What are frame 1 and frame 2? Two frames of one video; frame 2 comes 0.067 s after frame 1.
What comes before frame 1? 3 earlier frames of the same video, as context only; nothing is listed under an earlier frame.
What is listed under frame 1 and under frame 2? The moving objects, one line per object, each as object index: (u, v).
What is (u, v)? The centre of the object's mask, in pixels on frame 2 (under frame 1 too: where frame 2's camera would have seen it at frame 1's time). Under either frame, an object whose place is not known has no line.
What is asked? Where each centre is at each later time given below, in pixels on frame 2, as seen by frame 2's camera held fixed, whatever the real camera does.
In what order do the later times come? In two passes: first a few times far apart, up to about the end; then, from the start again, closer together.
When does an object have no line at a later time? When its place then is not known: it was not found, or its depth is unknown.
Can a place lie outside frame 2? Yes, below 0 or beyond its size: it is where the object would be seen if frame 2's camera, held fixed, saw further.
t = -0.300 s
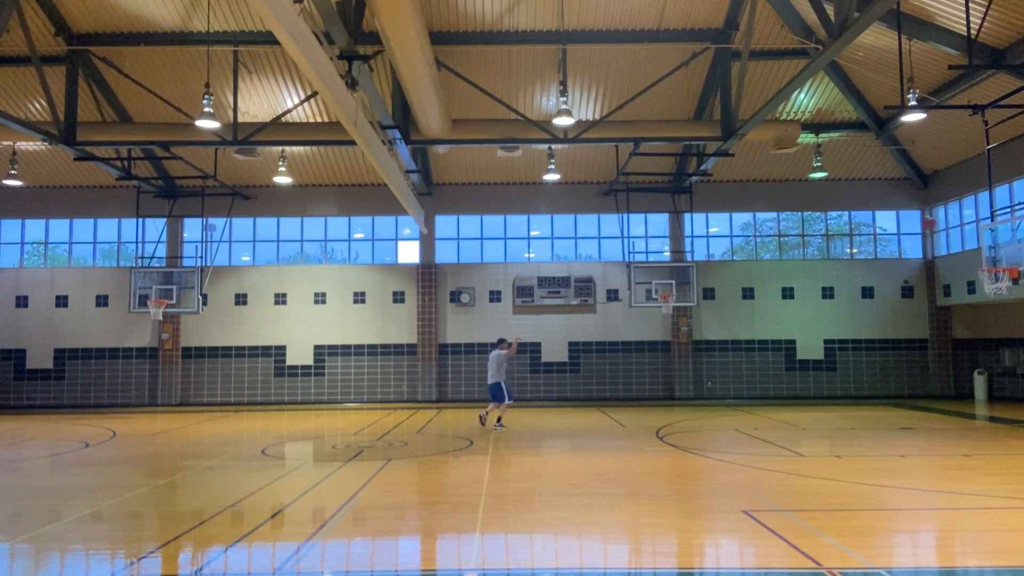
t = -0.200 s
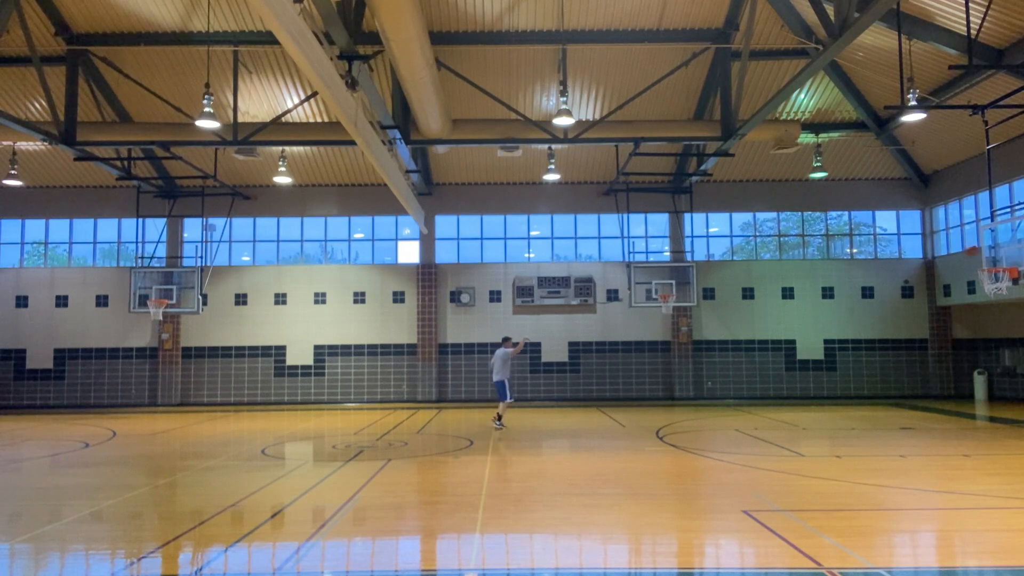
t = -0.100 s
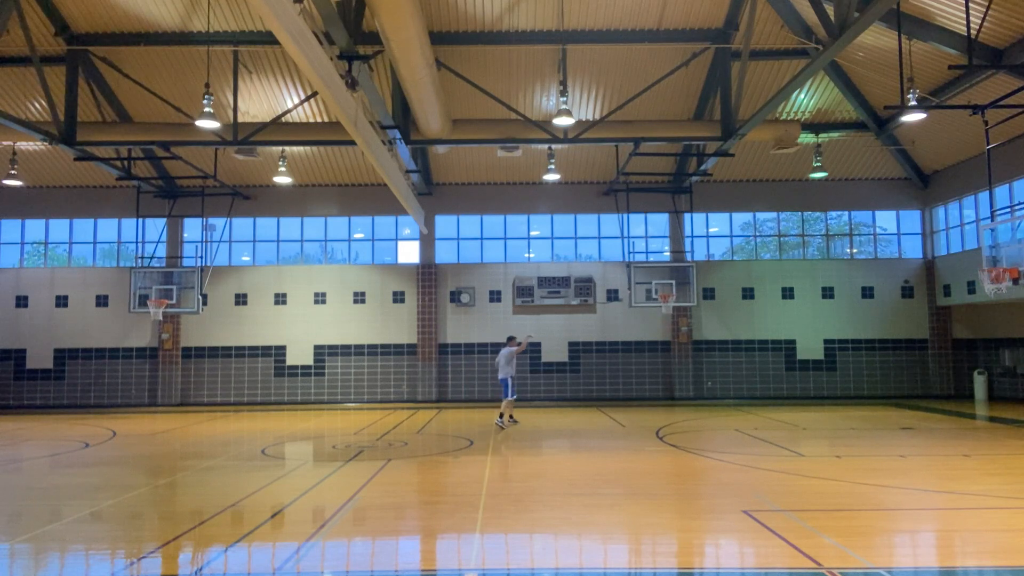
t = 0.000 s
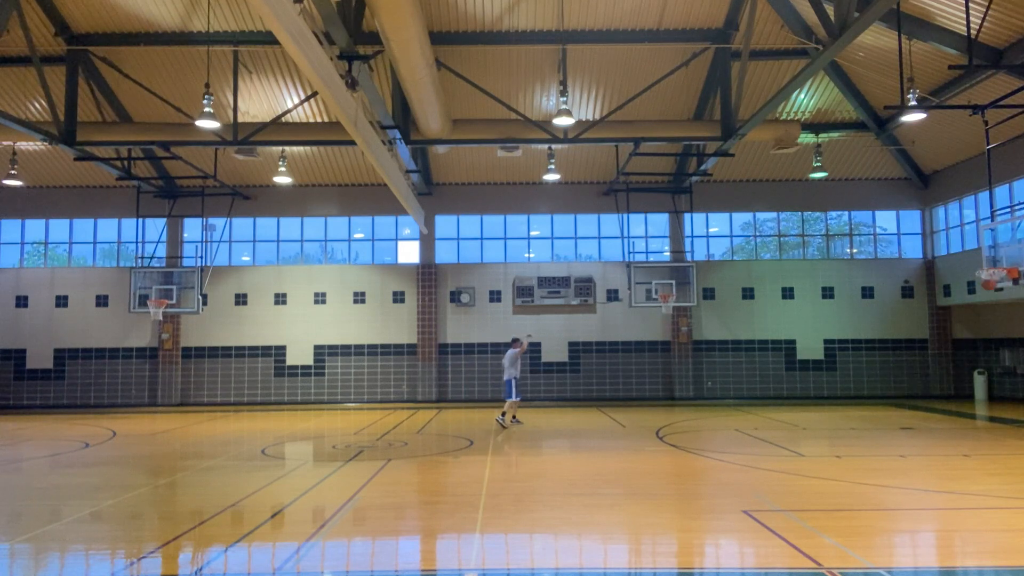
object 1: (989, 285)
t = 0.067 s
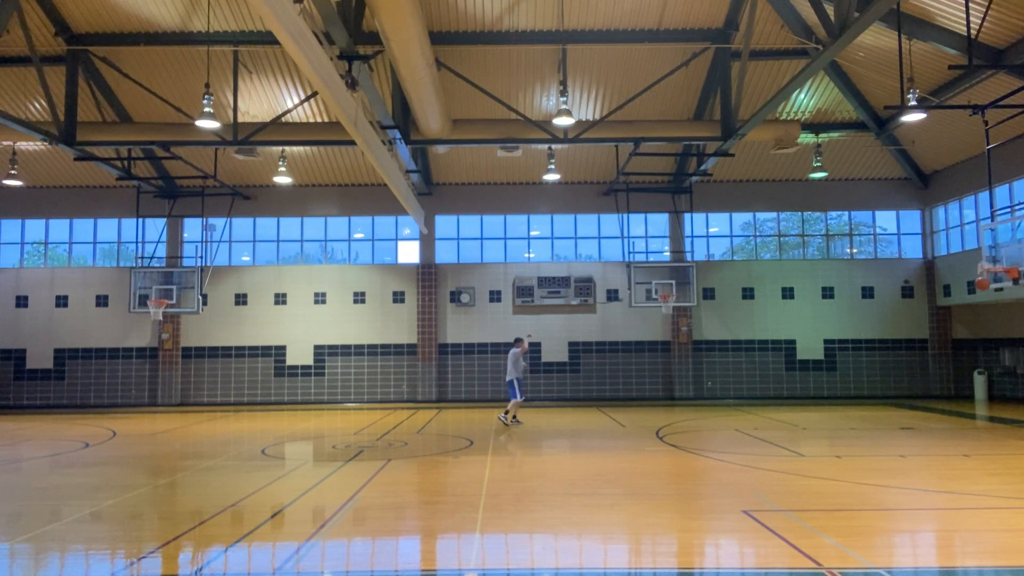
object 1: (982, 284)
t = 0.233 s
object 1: (967, 294)
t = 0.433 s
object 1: (950, 328)
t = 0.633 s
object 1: (933, 385)
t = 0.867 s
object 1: (915, 421)
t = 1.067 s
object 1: (905, 383)
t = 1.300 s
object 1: (894, 368)
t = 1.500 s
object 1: (886, 382)
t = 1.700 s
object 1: (880, 419)
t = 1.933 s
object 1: (871, 420)
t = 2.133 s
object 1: (863, 406)
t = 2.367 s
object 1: (854, 421)
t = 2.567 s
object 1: (847, 435)
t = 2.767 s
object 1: (840, 423)
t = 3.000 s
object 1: (833, 439)
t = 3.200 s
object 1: (826, 432)
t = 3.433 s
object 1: (818, 443)
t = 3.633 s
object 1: (811, 437)
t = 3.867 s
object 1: (804, 440)
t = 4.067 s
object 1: (798, 442)
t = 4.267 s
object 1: (792, 443)
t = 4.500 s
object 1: (785, 444)
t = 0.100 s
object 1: (979, 285)
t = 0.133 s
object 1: (976, 286)
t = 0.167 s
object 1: (973, 288)
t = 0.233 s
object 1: (967, 294)
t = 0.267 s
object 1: (964, 298)
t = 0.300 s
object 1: (961, 303)
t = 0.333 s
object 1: (958, 308)
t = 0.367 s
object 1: (955, 314)
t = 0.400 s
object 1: (952, 320)
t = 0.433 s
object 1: (950, 328)
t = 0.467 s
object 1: (947, 336)
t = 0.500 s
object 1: (944, 344)
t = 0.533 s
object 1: (941, 353)
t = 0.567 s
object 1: (938, 363)
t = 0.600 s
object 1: (935, 374)
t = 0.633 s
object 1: (933, 385)
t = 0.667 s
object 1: (930, 397)
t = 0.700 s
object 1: (927, 409)
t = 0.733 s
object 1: (924, 424)
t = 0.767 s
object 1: (922, 437)
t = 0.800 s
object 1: (920, 440)
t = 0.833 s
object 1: (918, 430)
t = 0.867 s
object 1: (915, 421)
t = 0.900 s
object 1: (913, 413)
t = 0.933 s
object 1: (912, 406)
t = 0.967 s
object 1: (910, 400)
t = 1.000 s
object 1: (908, 393)
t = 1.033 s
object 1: (906, 388)
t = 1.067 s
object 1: (905, 383)
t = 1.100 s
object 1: (903, 379)
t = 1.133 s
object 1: (901, 376)
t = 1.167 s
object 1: (900, 373)
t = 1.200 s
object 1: (898, 371)
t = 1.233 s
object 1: (897, 369)
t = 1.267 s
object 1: (895, 369)
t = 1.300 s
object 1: (894, 368)
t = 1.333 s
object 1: (893, 369)
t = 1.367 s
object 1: (891, 370)
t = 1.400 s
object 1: (890, 372)
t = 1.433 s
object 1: (888, 375)
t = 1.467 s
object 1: (888, 378)
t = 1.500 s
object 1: (886, 382)
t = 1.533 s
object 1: (885, 387)
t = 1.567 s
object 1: (884, 392)
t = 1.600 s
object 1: (883, 397)
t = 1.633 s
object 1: (882, 404)
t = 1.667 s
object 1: (880, 411)
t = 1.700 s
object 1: (880, 419)
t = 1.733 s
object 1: (879, 428)
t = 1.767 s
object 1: (879, 437)
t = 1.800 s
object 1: (878, 443)
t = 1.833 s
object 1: (876, 436)
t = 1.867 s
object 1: (874, 430)
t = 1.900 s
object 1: (872, 424)
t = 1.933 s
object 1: (871, 420)
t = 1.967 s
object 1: (870, 416)
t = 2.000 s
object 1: (868, 412)
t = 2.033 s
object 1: (867, 409)
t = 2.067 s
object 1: (865, 407)
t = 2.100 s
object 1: (864, 406)
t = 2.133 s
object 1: (863, 406)
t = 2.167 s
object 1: (861, 406)
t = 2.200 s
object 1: (860, 406)
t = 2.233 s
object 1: (859, 408)
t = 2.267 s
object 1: (858, 410)
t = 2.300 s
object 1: (856, 413)
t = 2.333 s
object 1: (855, 417)
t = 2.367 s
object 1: (854, 421)
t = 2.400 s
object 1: (853, 425)
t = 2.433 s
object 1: (852, 431)
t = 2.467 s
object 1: (851, 437)
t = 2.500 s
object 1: (850, 443)
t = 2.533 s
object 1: (849, 440)
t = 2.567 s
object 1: (847, 435)
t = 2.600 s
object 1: (846, 431)
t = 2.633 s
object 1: (845, 428)
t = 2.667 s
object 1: (844, 426)
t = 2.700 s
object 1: (843, 424)
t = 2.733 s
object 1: (841, 423)
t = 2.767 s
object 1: (840, 423)
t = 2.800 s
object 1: (839, 424)
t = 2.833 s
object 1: (838, 424)
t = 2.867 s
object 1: (837, 426)
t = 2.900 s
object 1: (836, 428)
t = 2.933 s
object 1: (835, 431)
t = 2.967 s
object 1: (834, 434)
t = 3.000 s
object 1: (833, 439)
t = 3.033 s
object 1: (832, 444)
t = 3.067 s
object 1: (831, 440)
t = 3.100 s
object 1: (829, 437)
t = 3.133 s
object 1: (828, 435)
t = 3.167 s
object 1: (827, 433)
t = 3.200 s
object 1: (826, 432)
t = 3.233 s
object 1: (825, 432)
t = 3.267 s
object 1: (823, 432)
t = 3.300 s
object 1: (823, 433)
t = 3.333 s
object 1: (822, 434)
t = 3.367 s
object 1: (820, 437)
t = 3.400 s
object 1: (819, 440)
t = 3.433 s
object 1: (818, 443)
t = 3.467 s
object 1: (817, 442)
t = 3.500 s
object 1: (816, 439)
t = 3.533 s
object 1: (815, 438)
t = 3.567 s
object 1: (814, 437)
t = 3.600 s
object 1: (813, 437)
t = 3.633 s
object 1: (811, 437)
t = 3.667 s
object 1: (811, 438)
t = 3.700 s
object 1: (809, 440)
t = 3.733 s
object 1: (808, 442)
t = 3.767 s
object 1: (807, 443)
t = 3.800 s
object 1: (806, 441)
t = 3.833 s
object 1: (805, 440)
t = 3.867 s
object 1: (804, 440)
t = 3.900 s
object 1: (803, 440)
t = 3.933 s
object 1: (802, 441)
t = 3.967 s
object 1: (801, 442)
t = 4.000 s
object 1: (800, 444)
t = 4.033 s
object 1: (799, 443)
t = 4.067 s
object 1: (798, 442)
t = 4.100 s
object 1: (797, 442)
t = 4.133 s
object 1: (796, 442)
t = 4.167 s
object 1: (795, 444)
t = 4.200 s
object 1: (794, 444)
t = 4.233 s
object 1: (793, 443)
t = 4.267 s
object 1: (792, 443)
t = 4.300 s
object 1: (791, 443)
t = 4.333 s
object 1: (790, 444)
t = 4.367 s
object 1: (789, 444)
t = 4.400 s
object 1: (788, 443)
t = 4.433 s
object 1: (787, 444)
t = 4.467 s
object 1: (786, 444)
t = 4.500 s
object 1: (785, 444)
